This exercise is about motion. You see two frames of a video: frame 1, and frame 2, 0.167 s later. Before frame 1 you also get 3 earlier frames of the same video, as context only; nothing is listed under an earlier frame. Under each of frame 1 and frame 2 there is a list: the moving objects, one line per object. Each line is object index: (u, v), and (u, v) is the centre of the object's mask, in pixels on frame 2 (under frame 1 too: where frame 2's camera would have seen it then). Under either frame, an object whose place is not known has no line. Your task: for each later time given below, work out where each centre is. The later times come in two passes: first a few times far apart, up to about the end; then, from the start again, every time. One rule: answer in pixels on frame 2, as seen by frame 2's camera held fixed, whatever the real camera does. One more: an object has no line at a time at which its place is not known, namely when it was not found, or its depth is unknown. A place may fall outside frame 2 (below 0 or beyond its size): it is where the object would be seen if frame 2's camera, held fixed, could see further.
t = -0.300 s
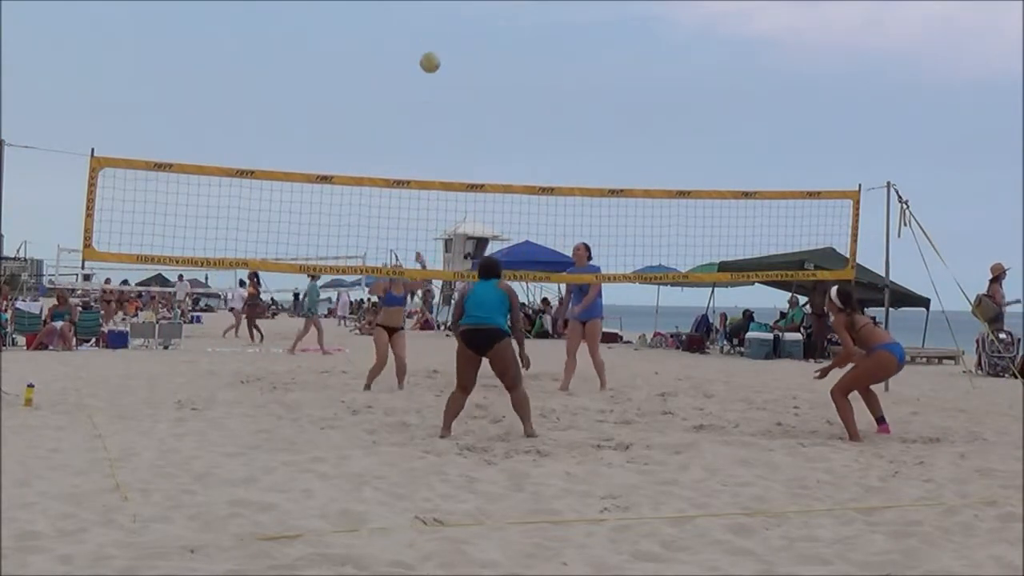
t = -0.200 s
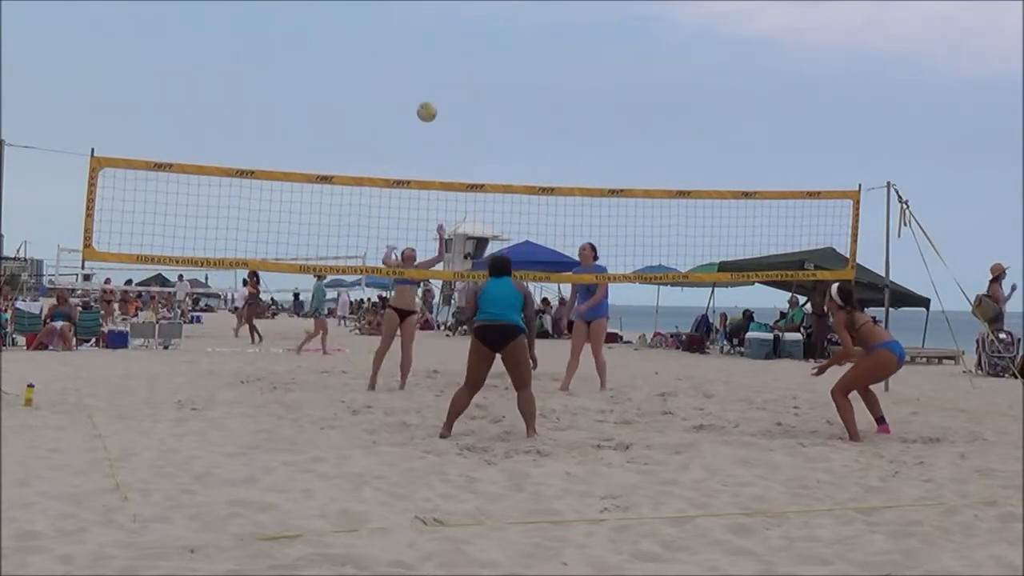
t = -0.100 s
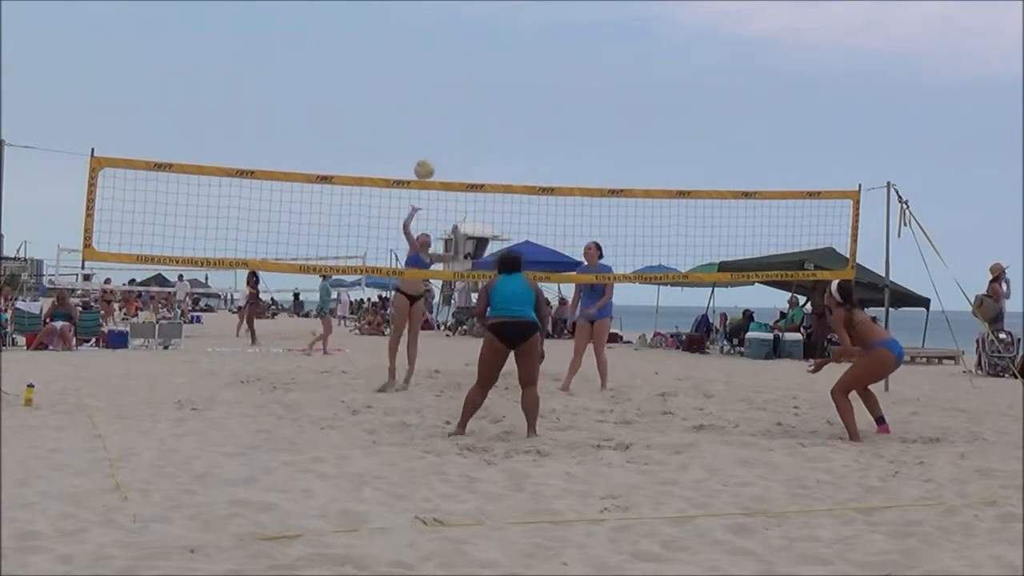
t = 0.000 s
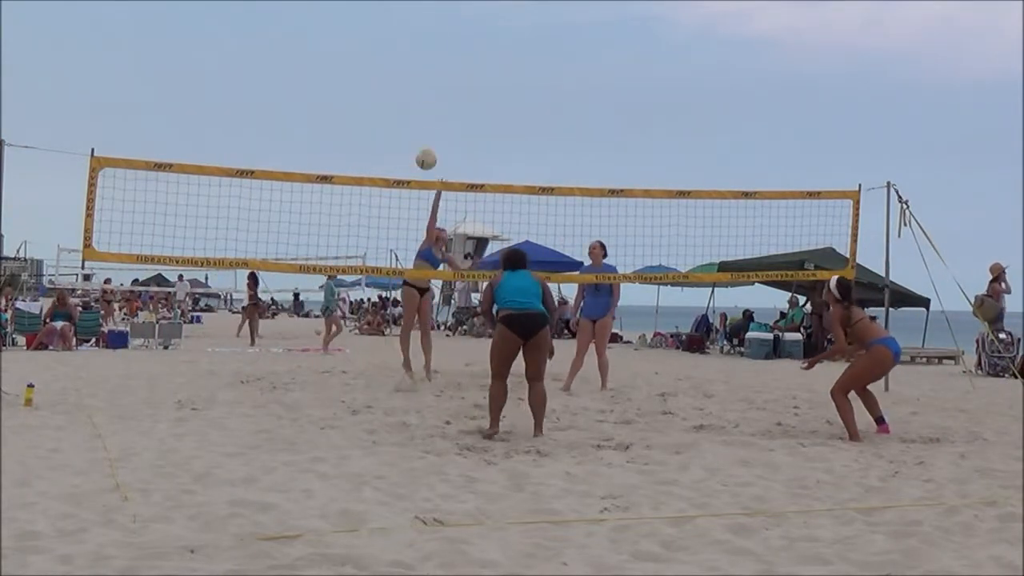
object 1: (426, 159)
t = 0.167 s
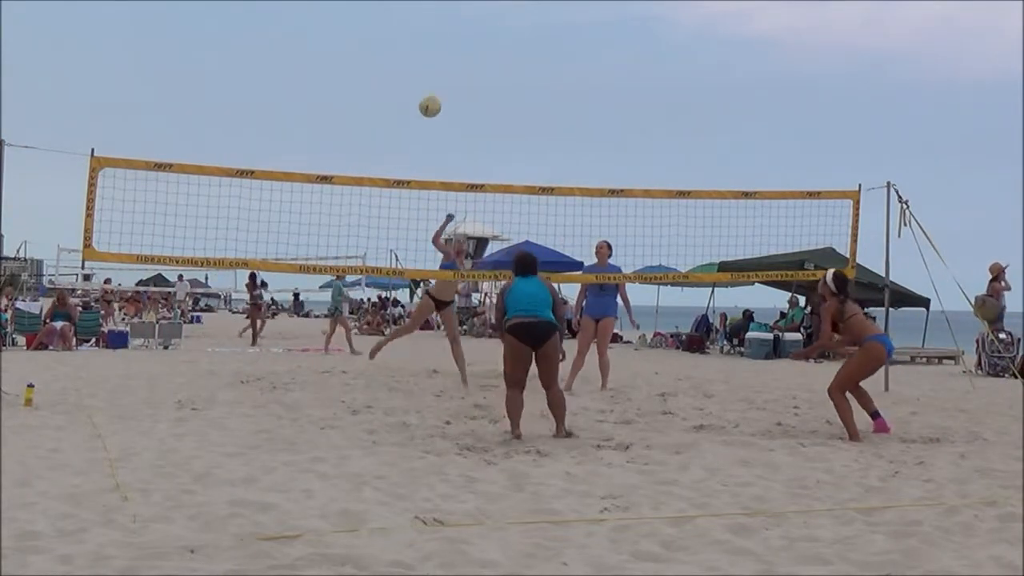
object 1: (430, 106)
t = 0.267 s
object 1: (431, 86)
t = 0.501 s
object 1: (433, 80)
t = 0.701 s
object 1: (432, 128)
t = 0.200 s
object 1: (430, 99)
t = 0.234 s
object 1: (430, 93)
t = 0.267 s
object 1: (431, 86)
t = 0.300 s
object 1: (431, 82)
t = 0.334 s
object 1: (432, 78)
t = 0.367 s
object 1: (433, 77)
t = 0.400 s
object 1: (433, 75)
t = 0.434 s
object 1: (433, 75)
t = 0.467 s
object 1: (433, 76)
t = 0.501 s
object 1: (433, 80)
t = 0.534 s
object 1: (433, 84)
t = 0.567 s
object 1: (433, 89)
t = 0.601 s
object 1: (433, 96)
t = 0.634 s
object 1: (433, 106)
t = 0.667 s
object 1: (432, 116)
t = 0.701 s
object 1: (432, 128)
